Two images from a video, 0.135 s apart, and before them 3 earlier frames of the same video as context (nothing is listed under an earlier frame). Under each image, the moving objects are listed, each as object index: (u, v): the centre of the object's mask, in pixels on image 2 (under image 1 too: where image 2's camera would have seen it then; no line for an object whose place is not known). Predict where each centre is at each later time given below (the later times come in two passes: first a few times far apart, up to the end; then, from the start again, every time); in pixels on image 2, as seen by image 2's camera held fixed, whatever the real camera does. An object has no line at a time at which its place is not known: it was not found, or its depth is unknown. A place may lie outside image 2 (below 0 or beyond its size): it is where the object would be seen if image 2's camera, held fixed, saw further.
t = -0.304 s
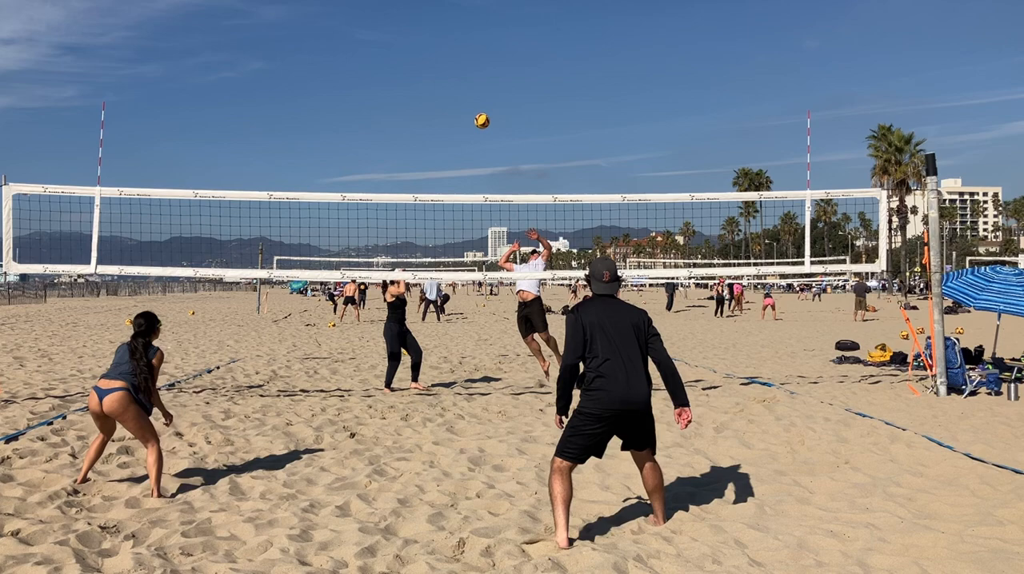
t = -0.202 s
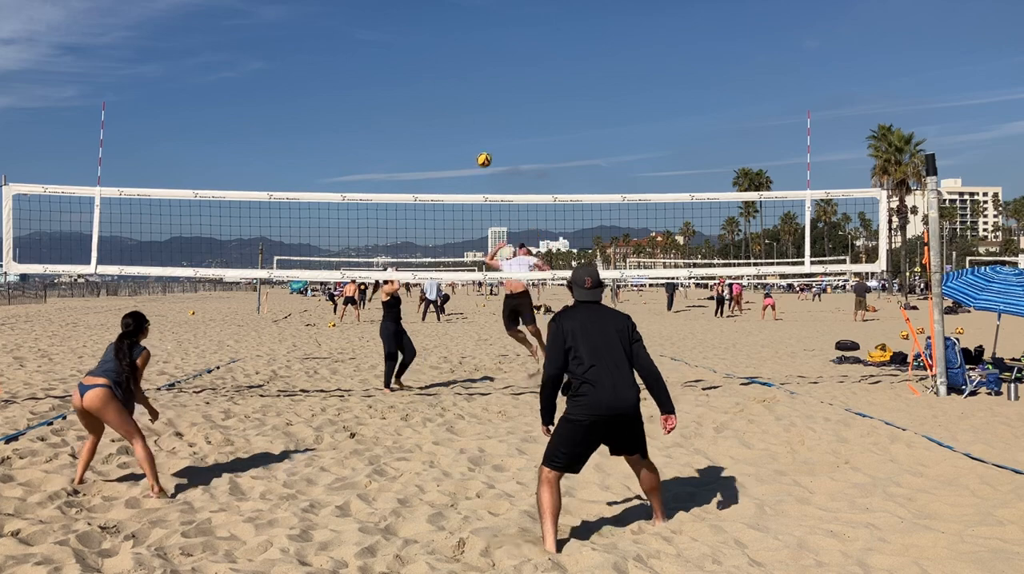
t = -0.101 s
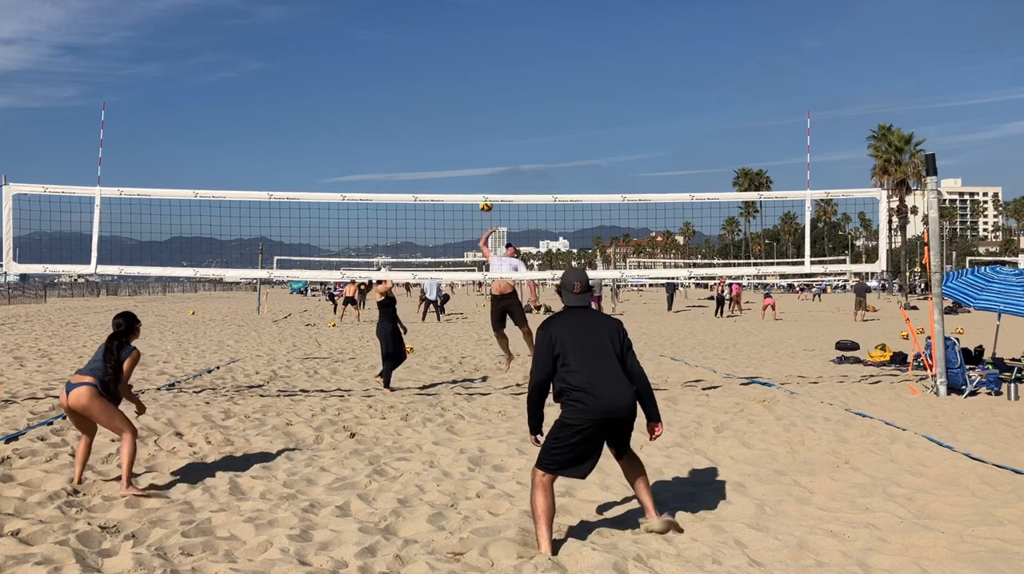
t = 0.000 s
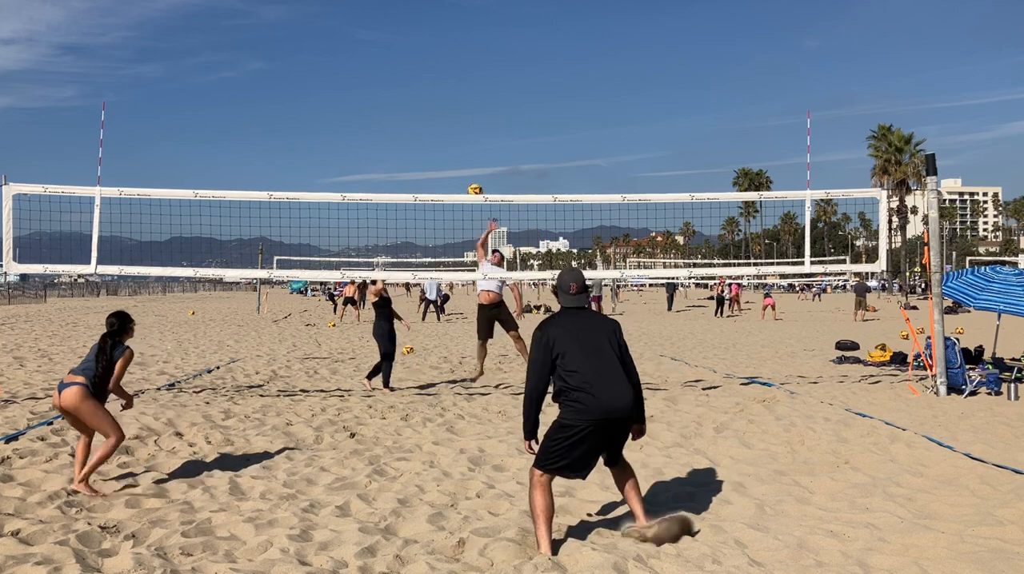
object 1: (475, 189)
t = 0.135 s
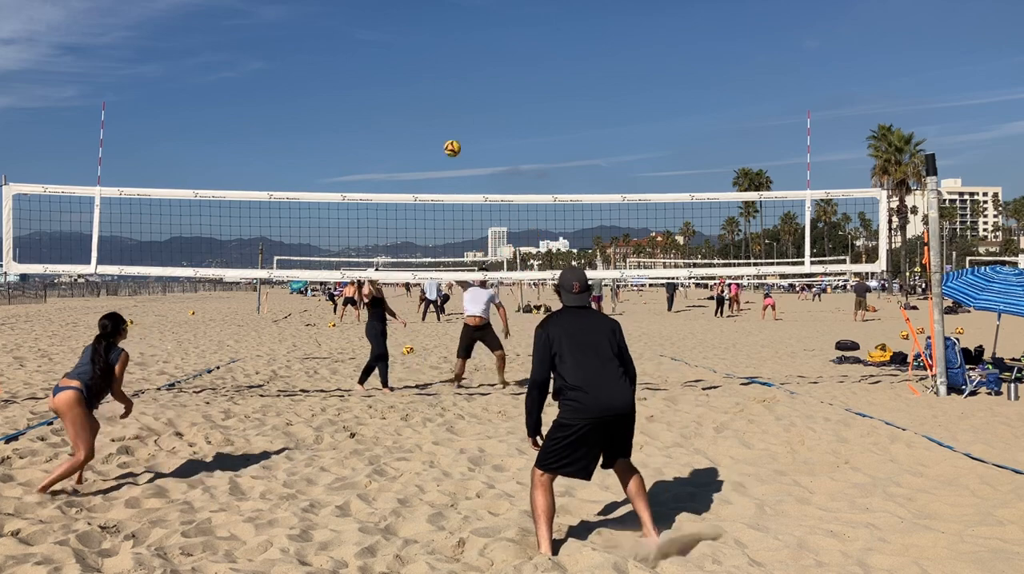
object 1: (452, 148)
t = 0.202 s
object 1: (440, 130)
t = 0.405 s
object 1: (397, 90)
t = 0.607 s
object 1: (344, 84)
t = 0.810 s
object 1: (278, 123)
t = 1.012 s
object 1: (194, 231)
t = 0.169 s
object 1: (446, 139)
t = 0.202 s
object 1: (440, 130)
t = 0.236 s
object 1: (433, 121)
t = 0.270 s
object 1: (426, 114)
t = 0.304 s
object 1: (419, 107)
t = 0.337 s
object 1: (412, 101)
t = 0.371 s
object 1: (404, 95)
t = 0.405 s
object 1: (397, 90)
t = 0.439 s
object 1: (389, 87)
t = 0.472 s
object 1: (380, 84)
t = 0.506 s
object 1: (372, 82)
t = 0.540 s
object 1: (363, 82)
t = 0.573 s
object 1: (353, 82)
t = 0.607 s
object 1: (344, 84)
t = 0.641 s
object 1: (334, 87)
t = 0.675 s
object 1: (324, 91)
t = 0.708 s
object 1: (313, 96)
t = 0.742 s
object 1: (301, 104)
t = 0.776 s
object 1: (290, 113)
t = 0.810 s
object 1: (278, 123)
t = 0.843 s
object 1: (266, 136)
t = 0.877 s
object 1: (252, 150)
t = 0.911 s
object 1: (239, 167)
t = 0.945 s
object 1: (224, 186)
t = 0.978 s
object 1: (210, 207)
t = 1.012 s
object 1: (194, 231)
